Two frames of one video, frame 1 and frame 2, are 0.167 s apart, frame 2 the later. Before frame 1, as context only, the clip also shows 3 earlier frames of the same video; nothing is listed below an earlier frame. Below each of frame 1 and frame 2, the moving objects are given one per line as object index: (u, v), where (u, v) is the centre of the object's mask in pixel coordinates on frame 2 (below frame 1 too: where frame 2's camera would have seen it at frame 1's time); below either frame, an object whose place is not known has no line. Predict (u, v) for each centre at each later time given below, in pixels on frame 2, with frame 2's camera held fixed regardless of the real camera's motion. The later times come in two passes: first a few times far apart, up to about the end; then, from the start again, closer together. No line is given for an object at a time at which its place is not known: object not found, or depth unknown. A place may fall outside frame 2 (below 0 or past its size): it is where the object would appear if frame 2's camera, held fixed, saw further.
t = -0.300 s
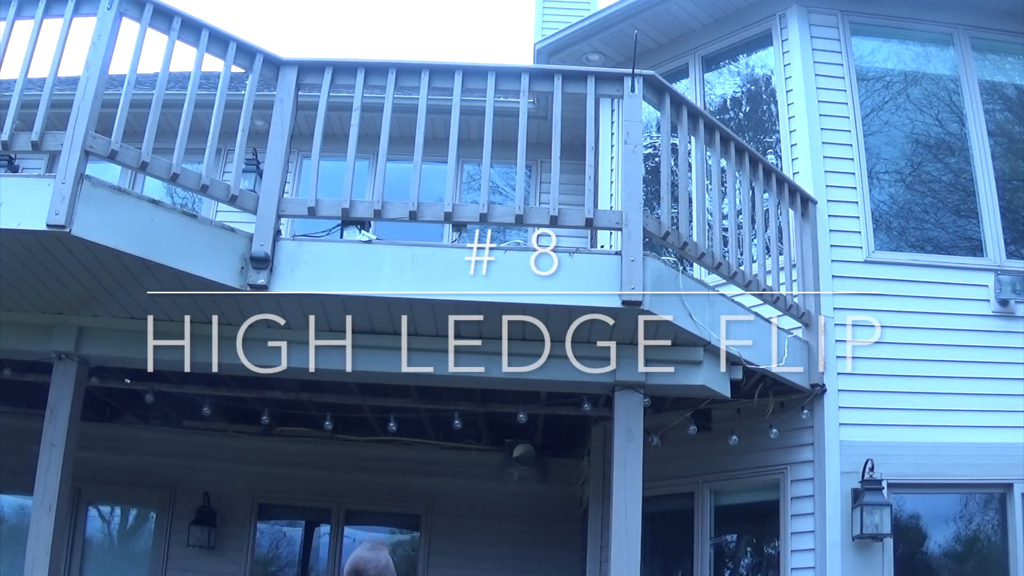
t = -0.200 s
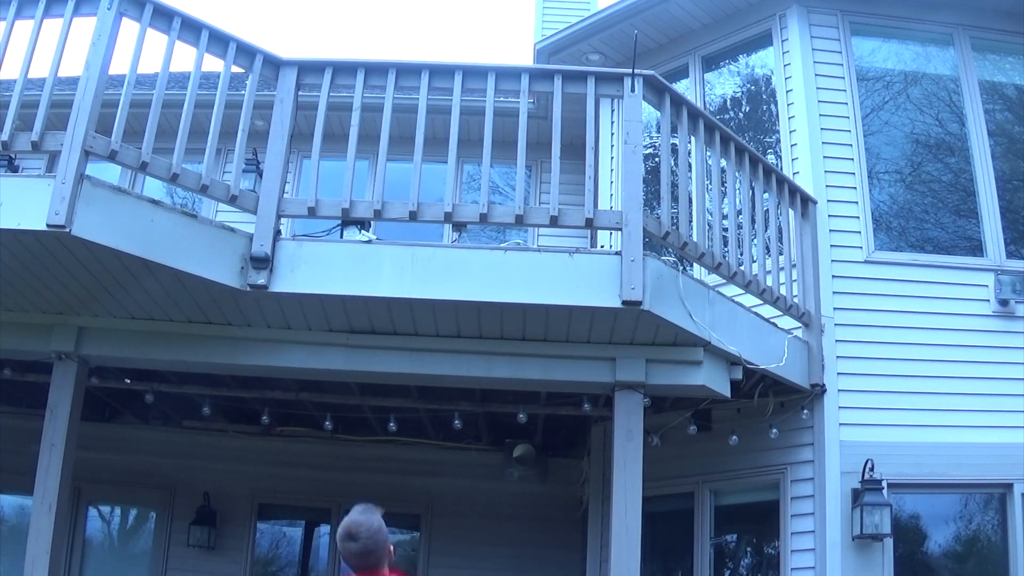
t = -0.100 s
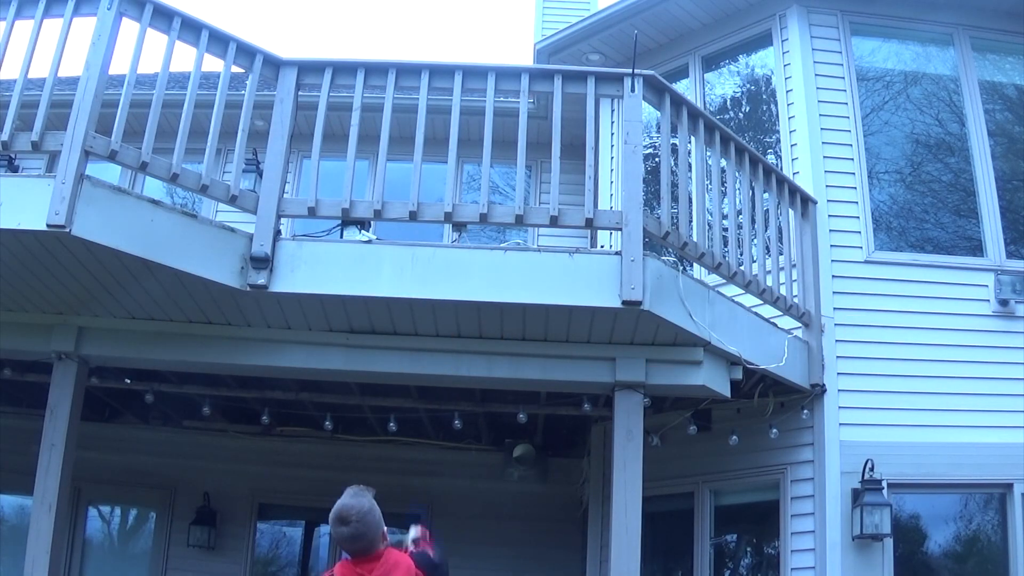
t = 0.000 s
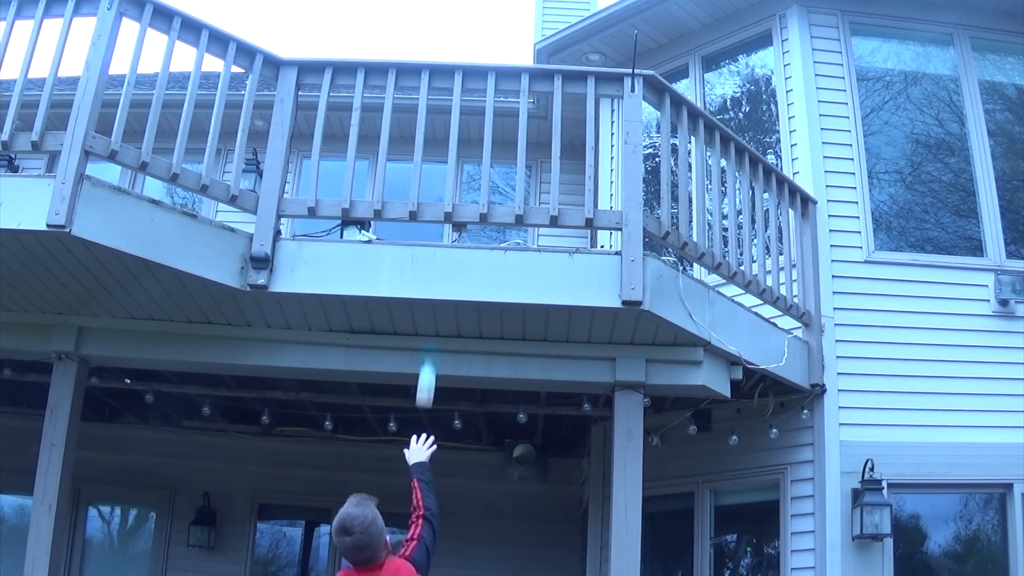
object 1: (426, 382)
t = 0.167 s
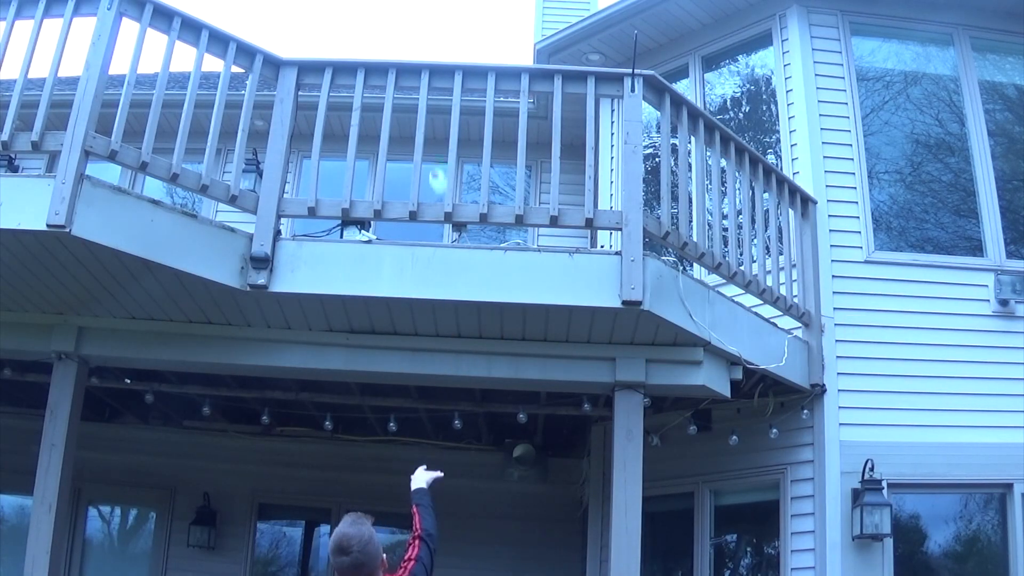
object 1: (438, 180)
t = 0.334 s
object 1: (444, 61)
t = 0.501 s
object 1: (446, 12)
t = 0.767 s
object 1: (438, 16)
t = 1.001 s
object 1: (429, 50)
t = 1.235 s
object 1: (427, 49)
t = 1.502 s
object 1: (428, 48)
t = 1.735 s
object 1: (429, 48)
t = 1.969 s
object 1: (429, 48)
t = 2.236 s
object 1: (429, 48)
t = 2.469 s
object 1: (429, 48)
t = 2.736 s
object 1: (428, 48)
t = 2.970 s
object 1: (428, 48)
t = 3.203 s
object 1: (428, 48)
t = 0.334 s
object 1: (444, 61)
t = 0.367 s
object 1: (445, 46)
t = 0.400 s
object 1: (445, 33)
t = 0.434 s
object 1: (446, 23)
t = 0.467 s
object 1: (446, 15)
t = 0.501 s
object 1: (446, 12)
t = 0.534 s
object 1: (446, 8)
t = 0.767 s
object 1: (438, 16)
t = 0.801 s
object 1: (437, 25)
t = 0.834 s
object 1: (434, 36)
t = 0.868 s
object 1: (432, 47)
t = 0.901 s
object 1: (431, 50)
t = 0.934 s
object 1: (430, 49)
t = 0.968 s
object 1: (430, 49)
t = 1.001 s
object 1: (429, 50)
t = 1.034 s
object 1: (428, 51)
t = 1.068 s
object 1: (427, 51)
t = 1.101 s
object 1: (427, 51)
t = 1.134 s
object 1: (426, 51)
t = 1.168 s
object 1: (426, 50)
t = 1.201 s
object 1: (426, 50)
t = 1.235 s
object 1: (427, 49)
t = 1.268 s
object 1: (429, 49)
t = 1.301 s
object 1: (430, 48)
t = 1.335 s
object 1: (431, 48)
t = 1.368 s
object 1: (431, 48)
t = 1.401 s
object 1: (430, 48)
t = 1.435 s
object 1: (428, 48)
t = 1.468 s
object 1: (428, 48)
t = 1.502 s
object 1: (428, 48)
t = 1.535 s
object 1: (429, 48)
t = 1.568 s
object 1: (429, 48)
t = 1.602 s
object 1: (428, 48)
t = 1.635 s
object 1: (429, 48)
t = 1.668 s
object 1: (429, 48)
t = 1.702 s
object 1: (429, 48)
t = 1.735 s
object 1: (429, 48)
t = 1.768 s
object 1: (429, 48)
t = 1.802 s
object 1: (428, 48)
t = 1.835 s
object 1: (428, 48)
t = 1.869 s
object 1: (429, 48)
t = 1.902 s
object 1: (429, 48)
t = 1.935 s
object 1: (429, 48)
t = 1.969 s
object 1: (429, 48)
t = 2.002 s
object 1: (429, 48)
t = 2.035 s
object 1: (428, 48)
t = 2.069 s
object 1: (428, 48)
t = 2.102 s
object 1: (428, 48)
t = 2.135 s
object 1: (428, 48)
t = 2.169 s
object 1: (429, 48)
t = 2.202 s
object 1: (429, 48)
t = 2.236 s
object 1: (429, 48)
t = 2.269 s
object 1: (429, 48)
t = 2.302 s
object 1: (428, 48)
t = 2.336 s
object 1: (428, 48)
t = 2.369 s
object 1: (428, 48)
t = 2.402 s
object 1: (428, 48)
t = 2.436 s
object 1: (429, 48)
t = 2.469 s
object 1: (429, 48)
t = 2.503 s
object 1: (428, 48)
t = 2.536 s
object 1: (428, 48)
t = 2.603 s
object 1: (428, 48)
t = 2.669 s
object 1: (428, 48)
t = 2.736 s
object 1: (428, 48)
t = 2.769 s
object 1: (428, 48)
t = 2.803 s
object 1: (428, 48)
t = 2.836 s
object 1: (428, 48)
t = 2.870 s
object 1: (428, 48)
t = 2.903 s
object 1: (428, 48)
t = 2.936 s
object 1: (428, 48)
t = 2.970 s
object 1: (428, 48)
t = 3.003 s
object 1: (428, 48)
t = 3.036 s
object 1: (428, 48)
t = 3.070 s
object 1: (428, 48)
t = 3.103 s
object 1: (428, 48)
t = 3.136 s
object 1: (428, 48)
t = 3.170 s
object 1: (428, 48)
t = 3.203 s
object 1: (428, 48)
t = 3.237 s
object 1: (428, 48)
